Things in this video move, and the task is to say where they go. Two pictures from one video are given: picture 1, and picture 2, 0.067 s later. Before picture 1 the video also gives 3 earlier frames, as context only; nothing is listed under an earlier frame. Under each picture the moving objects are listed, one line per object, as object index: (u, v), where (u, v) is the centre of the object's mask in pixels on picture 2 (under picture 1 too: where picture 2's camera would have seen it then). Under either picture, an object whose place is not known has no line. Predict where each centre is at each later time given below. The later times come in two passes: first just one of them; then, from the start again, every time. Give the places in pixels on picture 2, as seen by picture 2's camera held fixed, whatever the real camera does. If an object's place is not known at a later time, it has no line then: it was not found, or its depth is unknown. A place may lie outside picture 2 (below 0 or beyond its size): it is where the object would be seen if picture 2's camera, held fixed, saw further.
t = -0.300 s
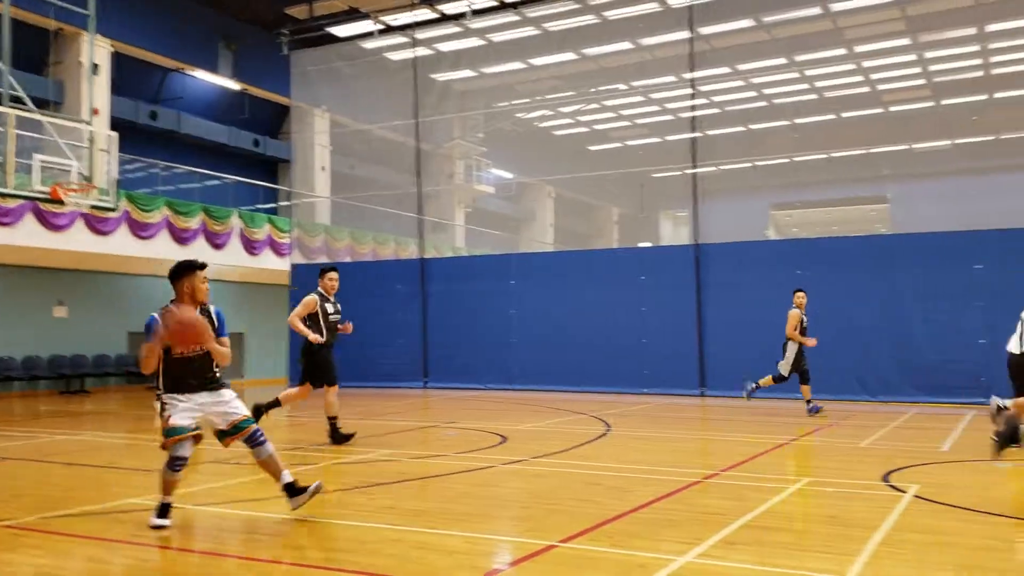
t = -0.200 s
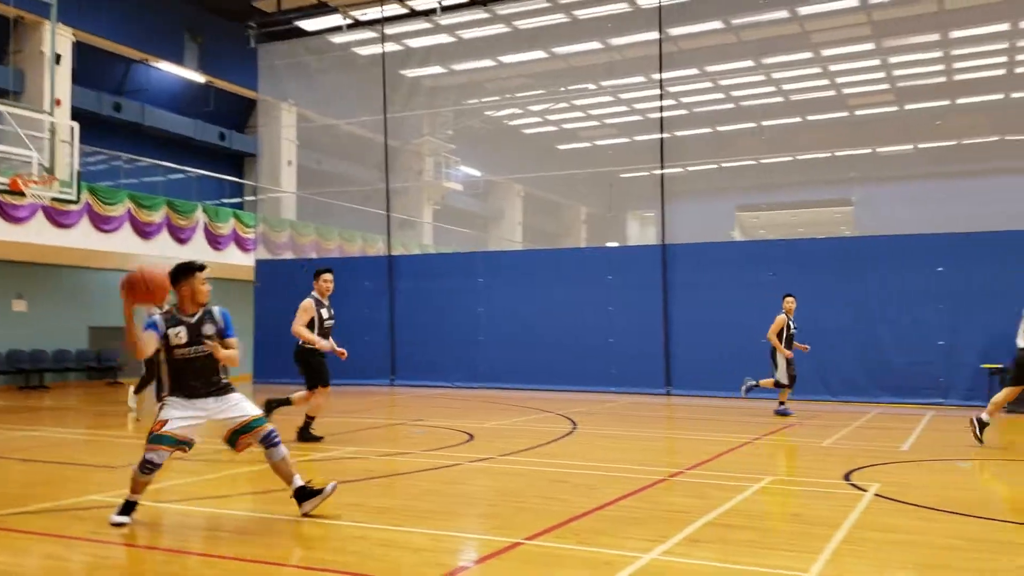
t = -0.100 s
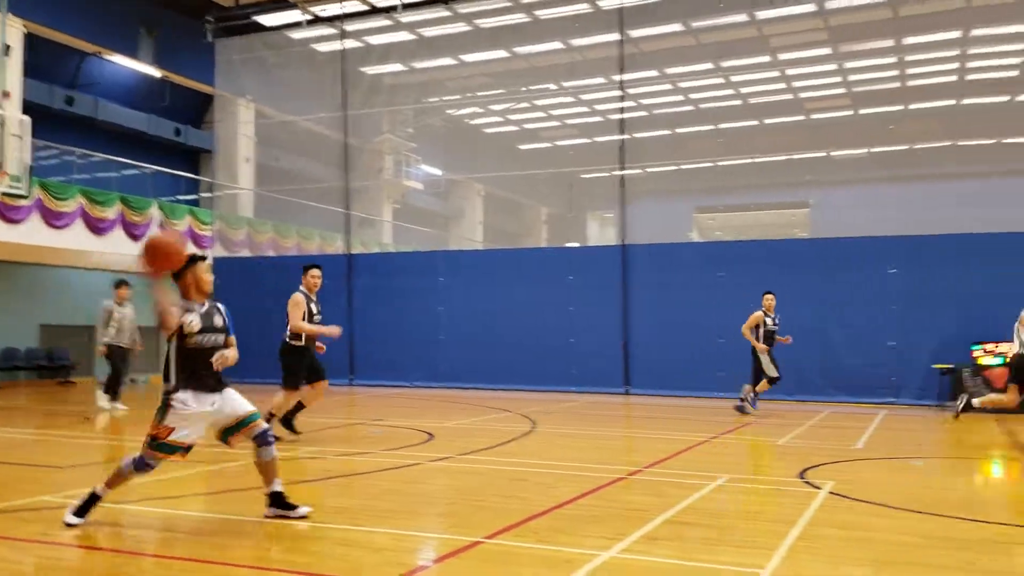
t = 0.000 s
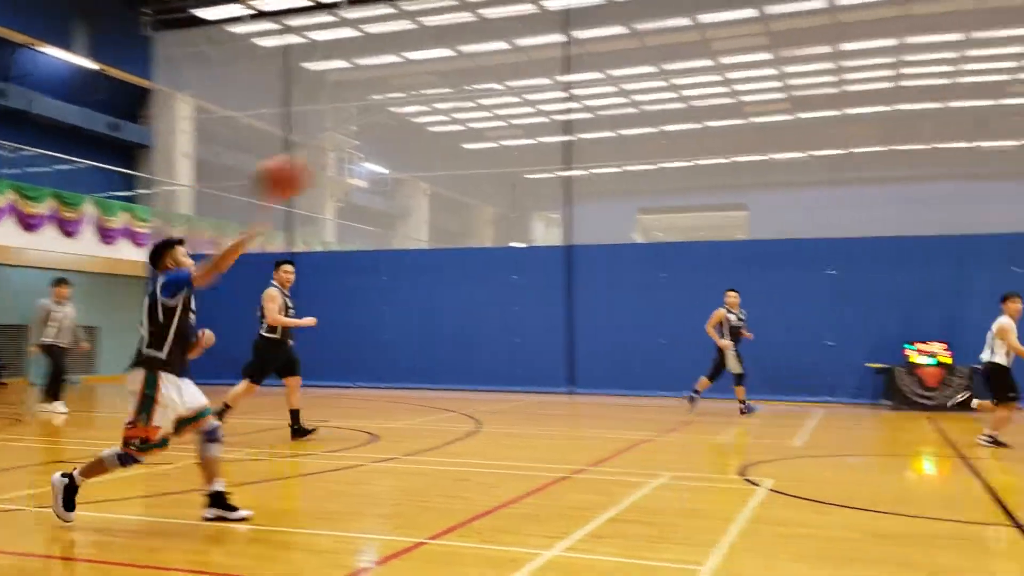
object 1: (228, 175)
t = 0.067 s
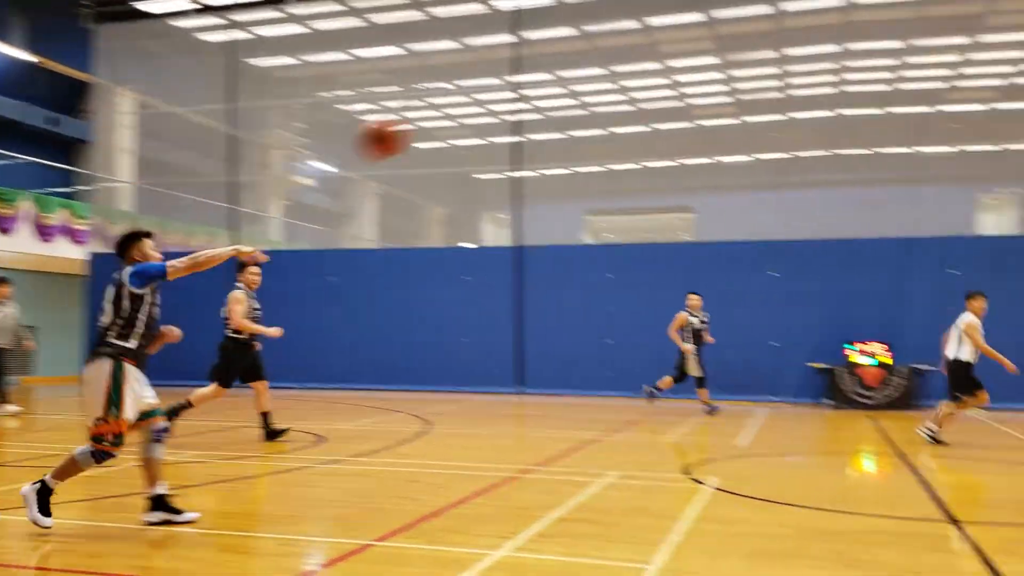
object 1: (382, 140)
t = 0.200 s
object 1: (635, 89)
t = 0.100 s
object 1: (449, 124)
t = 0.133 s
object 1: (517, 110)
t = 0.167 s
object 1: (576, 99)
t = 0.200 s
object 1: (635, 89)
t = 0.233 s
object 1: (682, 82)
